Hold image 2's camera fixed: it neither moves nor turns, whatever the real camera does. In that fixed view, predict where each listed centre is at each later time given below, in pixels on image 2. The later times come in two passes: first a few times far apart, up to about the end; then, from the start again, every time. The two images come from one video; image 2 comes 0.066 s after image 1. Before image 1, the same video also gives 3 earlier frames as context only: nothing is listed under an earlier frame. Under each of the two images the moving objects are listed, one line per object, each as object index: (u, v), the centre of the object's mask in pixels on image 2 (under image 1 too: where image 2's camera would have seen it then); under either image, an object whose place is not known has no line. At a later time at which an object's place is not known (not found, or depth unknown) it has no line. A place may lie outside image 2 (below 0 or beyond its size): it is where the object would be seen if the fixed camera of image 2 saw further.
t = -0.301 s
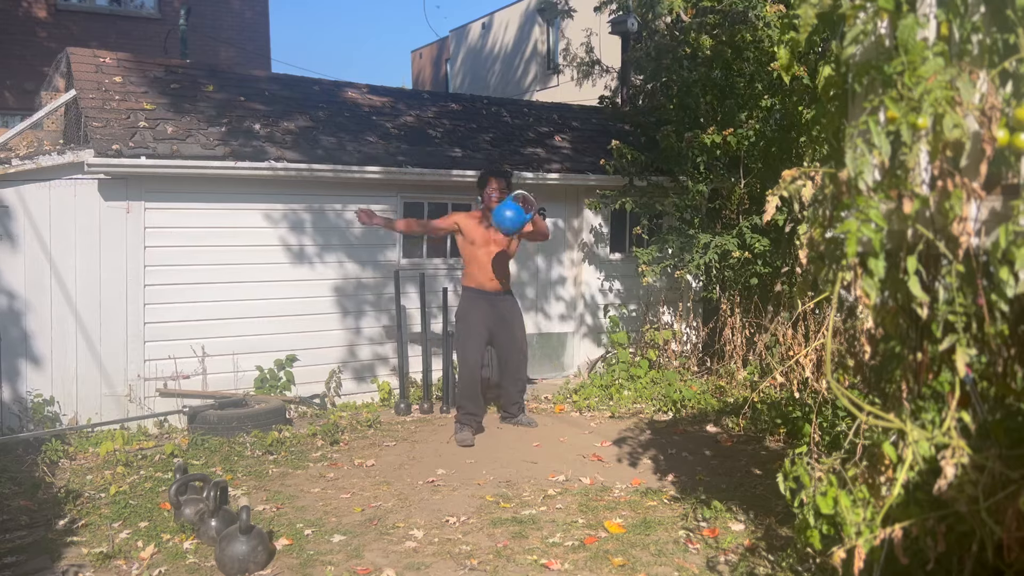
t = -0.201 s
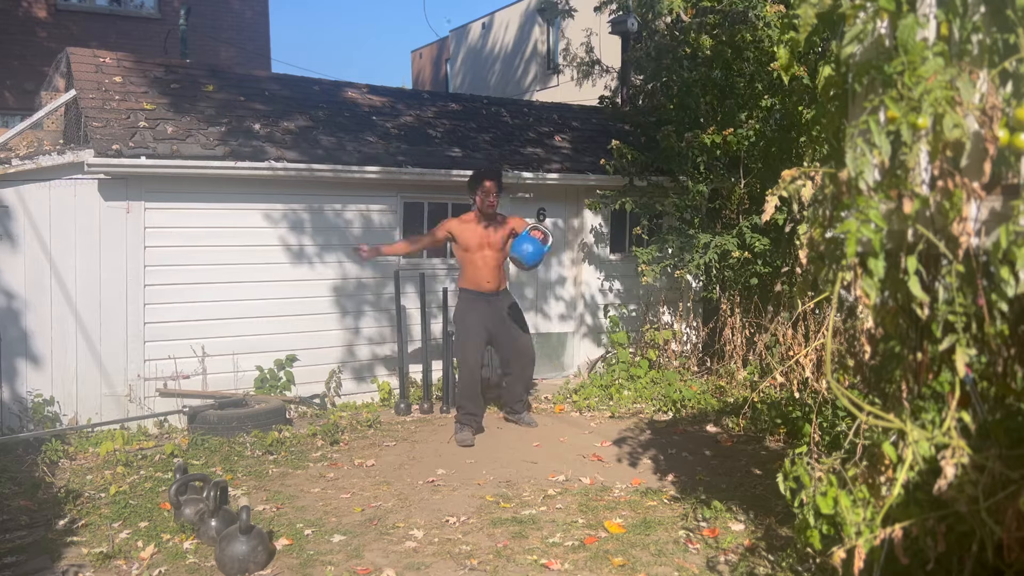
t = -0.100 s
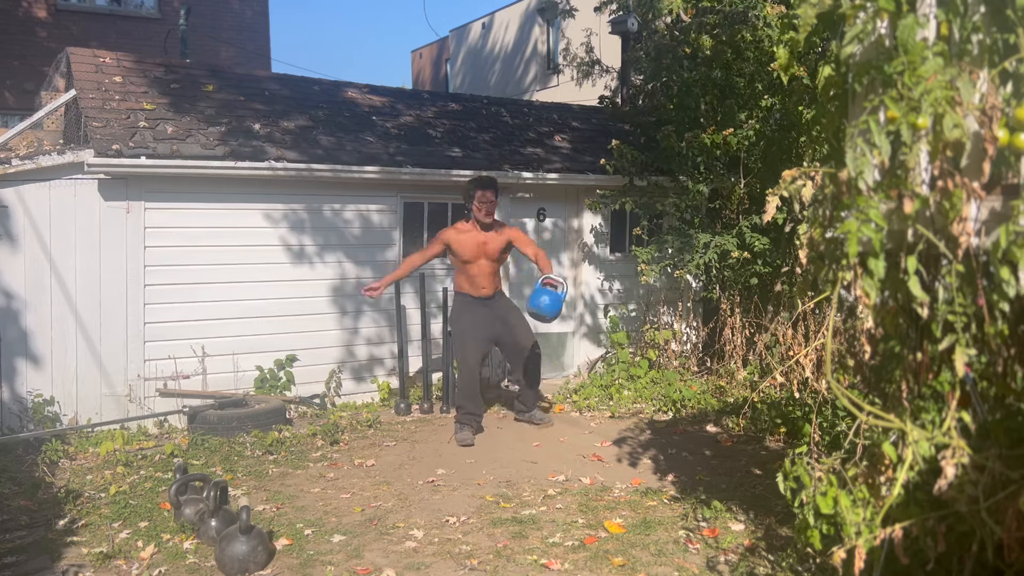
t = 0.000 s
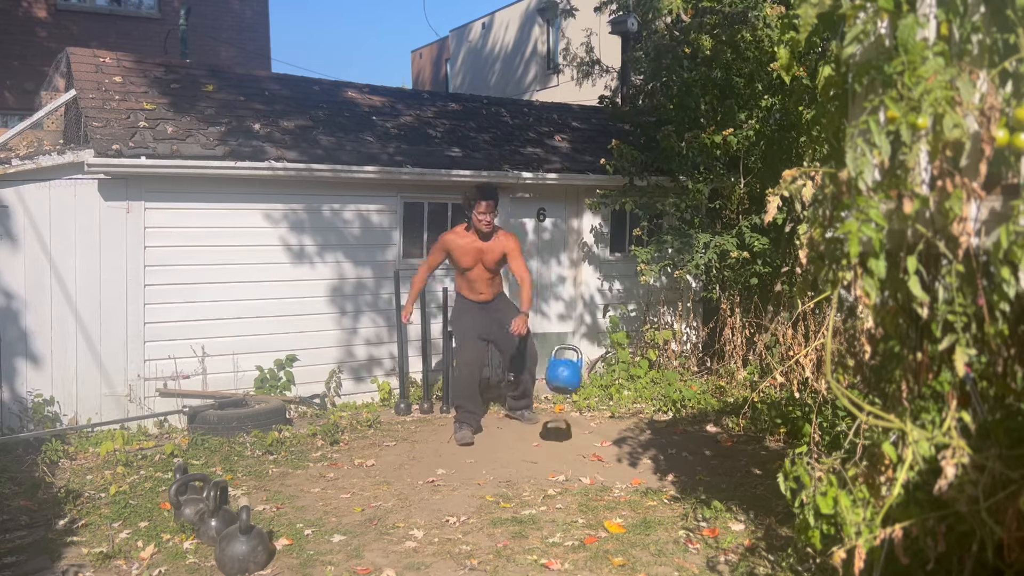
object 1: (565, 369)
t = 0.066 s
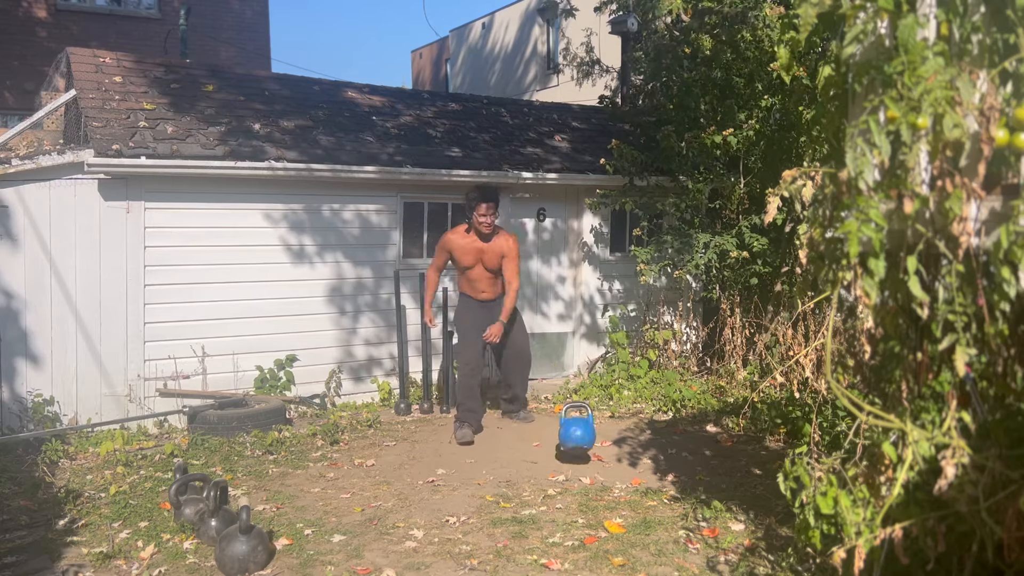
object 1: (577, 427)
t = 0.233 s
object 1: (618, 453)
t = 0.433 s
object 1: (645, 466)
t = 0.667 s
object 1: (651, 468)
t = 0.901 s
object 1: (651, 468)
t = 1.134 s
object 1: (656, 470)
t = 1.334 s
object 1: (657, 470)
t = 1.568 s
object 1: (656, 469)
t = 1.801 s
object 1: (656, 469)
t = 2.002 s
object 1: (656, 470)
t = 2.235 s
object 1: (656, 470)
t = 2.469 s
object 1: (656, 470)
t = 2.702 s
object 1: (656, 470)
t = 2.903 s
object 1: (656, 470)
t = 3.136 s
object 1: (656, 470)
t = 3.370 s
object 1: (656, 470)
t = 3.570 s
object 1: (656, 470)
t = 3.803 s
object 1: (656, 470)
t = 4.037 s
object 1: (656, 470)
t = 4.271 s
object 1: (656, 470)
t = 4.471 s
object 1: (657, 470)
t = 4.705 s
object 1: (657, 470)
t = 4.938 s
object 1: (657, 470)
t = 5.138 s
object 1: (656, 470)
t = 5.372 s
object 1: (656, 470)
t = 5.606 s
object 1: (656, 470)
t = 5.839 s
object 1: (656, 470)
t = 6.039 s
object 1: (656, 470)
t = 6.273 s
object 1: (656, 470)
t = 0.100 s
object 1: (584, 447)
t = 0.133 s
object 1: (593, 444)
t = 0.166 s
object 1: (602, 444)
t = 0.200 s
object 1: (611, 448)
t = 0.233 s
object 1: (618, 453)
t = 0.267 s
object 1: (626, 460)
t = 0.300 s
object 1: (629, 463)
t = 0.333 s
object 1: (635, 465)
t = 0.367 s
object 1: (639, 465)
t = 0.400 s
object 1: (643, 466)
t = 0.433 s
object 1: (645, 466)
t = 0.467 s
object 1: (648, 467)
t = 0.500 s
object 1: (650, 467)
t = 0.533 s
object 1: (650, 467)
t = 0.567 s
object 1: (650, 467)
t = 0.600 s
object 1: (651, 467)
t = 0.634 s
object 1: (651, 467)
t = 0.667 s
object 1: (651, 468)
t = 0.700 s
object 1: (651, 468)
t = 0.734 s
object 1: (651, 468)
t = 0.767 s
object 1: (651, 468)
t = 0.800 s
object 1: (651, 468)
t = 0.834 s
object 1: (651, 468)
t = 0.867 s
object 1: (651, 468)
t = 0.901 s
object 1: (651, 468)
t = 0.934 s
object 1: (652, 468)
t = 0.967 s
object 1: (652, 469)
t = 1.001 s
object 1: (653, 469)
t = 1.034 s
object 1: (654, 469)
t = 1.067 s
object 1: (655, 470)
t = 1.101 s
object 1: (655, 470)
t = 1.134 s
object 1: (656, 470)
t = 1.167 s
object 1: (657, 470)
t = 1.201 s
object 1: (658, 470)
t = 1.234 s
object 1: (658, 470)
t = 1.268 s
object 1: (658, 470)
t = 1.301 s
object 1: (658, 470)
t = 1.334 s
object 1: (657, 470)
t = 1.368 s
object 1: (657, 470)
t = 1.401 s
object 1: (657, 470)
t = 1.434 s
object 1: (657, 470)
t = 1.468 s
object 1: (657, 470)
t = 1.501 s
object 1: (656, 470)
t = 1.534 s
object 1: (656, 470)
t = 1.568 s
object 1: (656, 469)
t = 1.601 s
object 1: (656, 470)
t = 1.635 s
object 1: (656, 469)
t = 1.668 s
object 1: (656, 469)
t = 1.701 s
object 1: (656, 469)
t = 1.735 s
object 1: (656, 469)
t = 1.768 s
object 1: (656, 469)
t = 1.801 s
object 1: (656, 469)
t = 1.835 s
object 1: (656, 469)
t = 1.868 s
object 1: (656, 470)
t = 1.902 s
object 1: (656, 470)
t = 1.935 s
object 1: (656, 470)
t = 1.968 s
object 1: (656, 470)
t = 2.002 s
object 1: (656, 470)
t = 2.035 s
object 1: (656, 470)
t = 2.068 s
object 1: (656, 470)
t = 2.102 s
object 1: (656, 470)
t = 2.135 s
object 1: (656, 470)
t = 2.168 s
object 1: (656, 470)
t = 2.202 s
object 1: (656, 470)
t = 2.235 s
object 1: (656, 470)
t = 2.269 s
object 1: (656, 470)
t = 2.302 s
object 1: (656, 470)
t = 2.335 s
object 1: (656, 470)
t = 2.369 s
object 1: (656, 470)
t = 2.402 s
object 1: (656, 470)
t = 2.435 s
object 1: (656, 470)
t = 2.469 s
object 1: (656, 470)
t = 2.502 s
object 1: (656, 470)
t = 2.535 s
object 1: (656, 470)
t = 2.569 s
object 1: (656, 470)
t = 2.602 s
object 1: (656, 470)
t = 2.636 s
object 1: (656, 470)
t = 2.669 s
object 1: (656, 470)
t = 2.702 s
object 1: (656, 470)
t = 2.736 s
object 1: (656, 470)
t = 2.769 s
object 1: (656, 470)
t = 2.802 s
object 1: (656, 470)
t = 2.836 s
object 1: (656, 470)
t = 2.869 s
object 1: (656, 470)
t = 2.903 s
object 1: (656, 470)
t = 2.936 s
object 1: (656, 470)
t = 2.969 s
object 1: (656, 470)
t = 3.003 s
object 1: (656, 470)
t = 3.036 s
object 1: (656, 470)
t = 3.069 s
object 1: (656, 470)
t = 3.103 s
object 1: (656, 470)
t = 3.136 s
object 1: (656, 470)
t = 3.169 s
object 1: (656, 470)
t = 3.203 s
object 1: (656, 470)
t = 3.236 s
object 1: (656, 470)
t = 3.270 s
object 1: (656, 470)
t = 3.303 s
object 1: (656, 470)
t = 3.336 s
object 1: (656, 470)
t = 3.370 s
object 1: (656, 470)
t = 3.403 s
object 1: (656, 470)
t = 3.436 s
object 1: (656, 470)
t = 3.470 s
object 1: (656, 470)
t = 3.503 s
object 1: (656, 470)
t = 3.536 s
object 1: (656, 470)
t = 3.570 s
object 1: (656, 470)
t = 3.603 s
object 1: (656, 470)
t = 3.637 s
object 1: (656, 470)
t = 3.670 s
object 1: (656, 470)
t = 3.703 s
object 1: (656, 470)
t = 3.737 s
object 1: (656, 470)
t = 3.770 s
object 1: (656, 470)
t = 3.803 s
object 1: (656, 470)
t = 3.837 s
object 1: (656, 470)
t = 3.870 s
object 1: (656, 470)
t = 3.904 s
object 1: (656, 470)
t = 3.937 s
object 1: (656, 470)
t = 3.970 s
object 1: (656, 470)
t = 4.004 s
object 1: (656, 470)
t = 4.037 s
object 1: (656, 470)
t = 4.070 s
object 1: (656, 470)
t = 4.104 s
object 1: (656, 470)
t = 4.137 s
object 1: (656, 470)
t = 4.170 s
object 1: (656, 470)
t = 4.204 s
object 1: (656, 470)
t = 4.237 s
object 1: (656, 470)
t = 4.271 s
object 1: (656, 470)
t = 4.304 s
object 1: (656, 470)
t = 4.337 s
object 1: (656, 470)
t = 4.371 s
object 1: (657, 470)
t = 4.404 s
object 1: (657, 470)
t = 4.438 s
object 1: (657, 470)
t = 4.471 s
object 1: (657, 470)
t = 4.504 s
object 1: (657, 470)
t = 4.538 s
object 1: (657, 470)
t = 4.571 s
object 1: (657, 470)
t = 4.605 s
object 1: (657, 470)
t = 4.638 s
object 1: (657, 470)
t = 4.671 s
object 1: (657, 470)
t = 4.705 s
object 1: (657, 470)
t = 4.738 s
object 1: (657, 470)
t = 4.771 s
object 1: (657, 470)
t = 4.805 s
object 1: (657, 470)
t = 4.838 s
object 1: (657, 470)
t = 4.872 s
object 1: (657, 470)
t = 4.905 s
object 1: (657, 470)
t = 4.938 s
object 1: (657, 470)
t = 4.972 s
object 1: (657, 470)
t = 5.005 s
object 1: (657, 470)
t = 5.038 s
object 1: (656, 470)
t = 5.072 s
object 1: (656, 470)
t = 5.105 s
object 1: (656, 470)
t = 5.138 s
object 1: (656, 470)
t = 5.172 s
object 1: (656, 470)
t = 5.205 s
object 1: (656, 470)
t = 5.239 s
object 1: (656, 470)
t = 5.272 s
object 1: (656, 470)
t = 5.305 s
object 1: (656, 470)
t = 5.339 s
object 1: (656, 470)
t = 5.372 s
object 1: (656, 470)
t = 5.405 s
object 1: (656, 470)
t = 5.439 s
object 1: (656, 470)
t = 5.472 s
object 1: (656, 470)
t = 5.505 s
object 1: (656, 470)
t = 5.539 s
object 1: (656, 470)
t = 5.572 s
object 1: (656, 470)
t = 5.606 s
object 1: (656, 470)
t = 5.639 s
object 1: (656, 470)
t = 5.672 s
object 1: (656, 470)
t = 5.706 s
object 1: (656, 470)
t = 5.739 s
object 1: (656, 470)
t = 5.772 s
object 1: (656, 470)
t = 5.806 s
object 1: (656, 470)
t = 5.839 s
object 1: (656, 470)
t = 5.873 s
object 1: (656, 470)
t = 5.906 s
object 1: (656, 470)
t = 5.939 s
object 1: (656, 470)
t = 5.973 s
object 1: (656, 470)
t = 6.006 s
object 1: (656, 470)
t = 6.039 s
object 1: (656, 470)
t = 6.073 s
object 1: (656, 470)
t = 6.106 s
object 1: (656, 470)
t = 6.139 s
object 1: (656, 470)
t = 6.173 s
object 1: (656, 470)
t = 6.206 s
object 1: (656, 470)
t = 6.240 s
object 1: (656, 470)
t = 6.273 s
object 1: (656, 470)
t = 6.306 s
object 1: (656, 470)
